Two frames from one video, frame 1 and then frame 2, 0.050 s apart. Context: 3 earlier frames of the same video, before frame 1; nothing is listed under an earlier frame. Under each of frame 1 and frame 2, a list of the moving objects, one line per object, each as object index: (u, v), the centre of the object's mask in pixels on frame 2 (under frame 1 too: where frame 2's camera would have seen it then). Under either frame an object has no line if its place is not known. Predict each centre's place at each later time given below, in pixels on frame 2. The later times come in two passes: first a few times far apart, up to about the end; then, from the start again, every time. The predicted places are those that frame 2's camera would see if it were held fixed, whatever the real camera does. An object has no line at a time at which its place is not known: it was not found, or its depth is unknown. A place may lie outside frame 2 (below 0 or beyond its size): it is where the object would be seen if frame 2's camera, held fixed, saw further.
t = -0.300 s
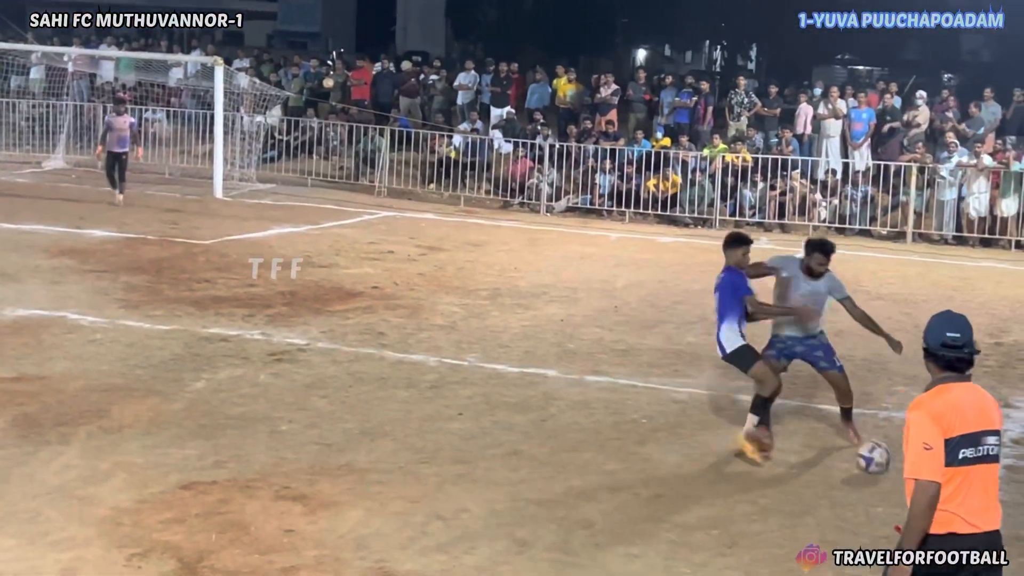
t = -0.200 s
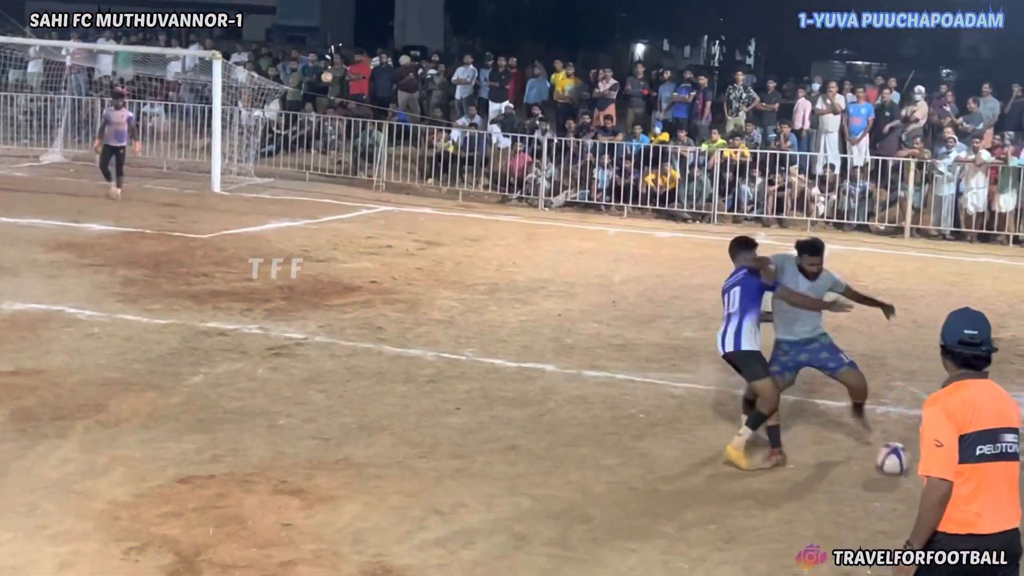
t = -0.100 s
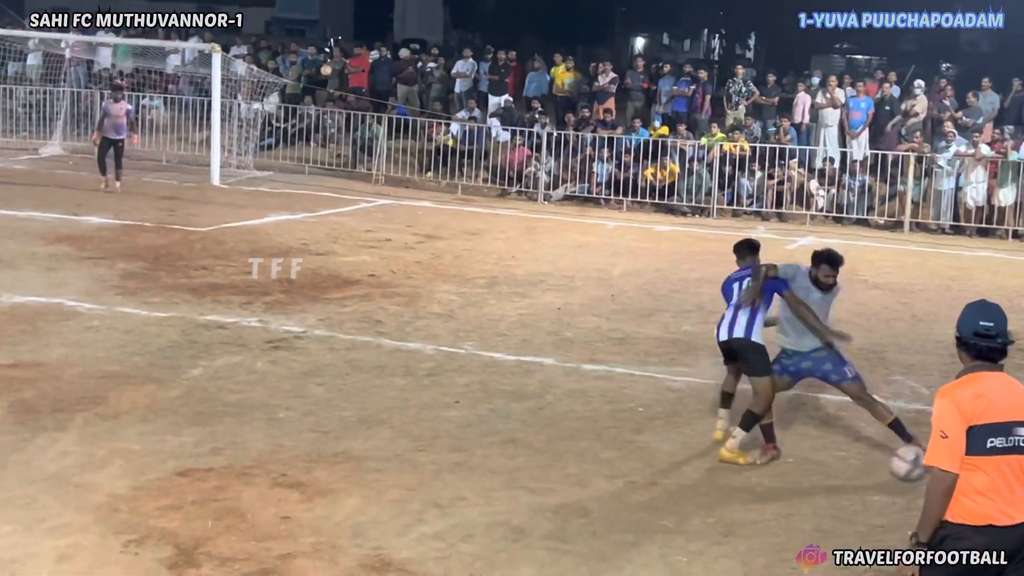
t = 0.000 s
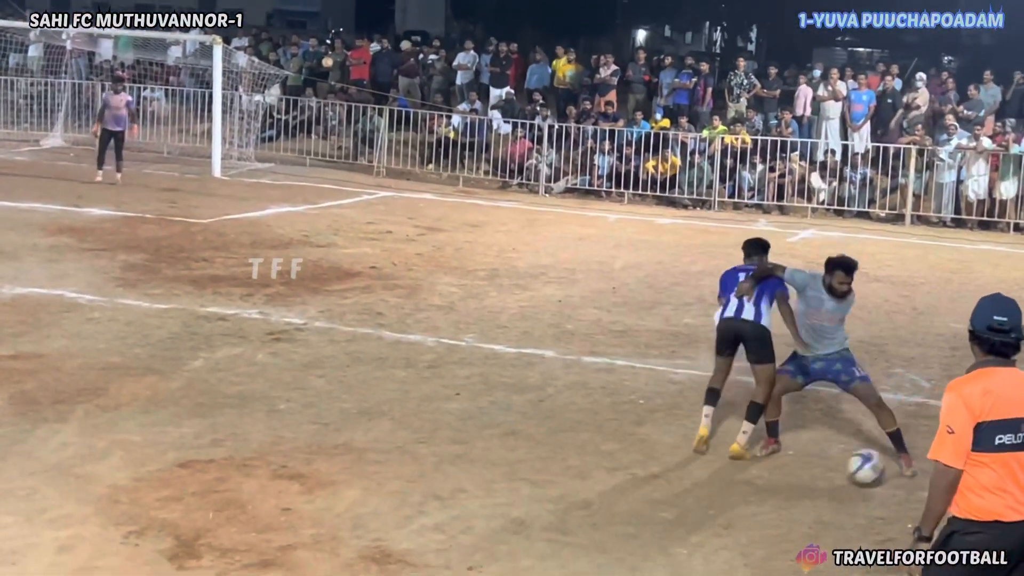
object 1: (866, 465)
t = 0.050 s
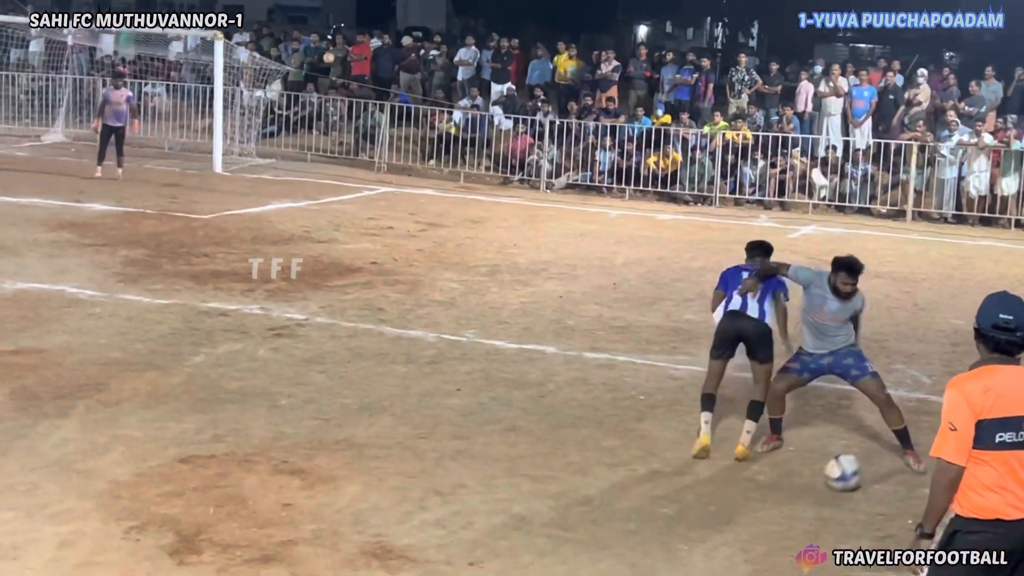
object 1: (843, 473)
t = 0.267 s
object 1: (754, 504)
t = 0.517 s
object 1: (673, 543)
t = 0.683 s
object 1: (622, 573)
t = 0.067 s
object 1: (836, 477)
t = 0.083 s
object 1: (830, 477)
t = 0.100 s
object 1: (823, 478)
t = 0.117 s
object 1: (817, 479)
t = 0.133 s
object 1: (809, 481)
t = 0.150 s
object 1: (803, 483)
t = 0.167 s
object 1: (796, 485)
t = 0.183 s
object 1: (789, 488)
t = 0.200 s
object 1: (782, 491)
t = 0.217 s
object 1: (775, 494)
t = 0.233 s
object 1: (767, 498)
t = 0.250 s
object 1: (760, 503)
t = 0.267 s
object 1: (754, 504)
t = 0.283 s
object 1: (748, 506)
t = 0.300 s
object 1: (741, 509)
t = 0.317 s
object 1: (736, 511)
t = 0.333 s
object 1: (730, 514)
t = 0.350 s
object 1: (724, 517)
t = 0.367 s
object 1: (718, 521)
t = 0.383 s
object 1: (713, 523)
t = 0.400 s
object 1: (708, 525)
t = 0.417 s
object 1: (702, 528)
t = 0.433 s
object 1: (698, 530)
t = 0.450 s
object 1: (692, 533)
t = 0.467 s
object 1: (687, 535)
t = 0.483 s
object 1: (683, 537)
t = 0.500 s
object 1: (678, 540)
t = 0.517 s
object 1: (673, 543)
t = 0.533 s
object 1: (668, 546)
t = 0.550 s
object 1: (663, 550)
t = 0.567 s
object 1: (657, 553)
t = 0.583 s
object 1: (653, 556)
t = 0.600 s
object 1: (647, 558)
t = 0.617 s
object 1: (642, 561)
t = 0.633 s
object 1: (637, 564)
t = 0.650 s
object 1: (632, 568)
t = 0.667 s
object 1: (627, 571)
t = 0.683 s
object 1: (622, 573)
